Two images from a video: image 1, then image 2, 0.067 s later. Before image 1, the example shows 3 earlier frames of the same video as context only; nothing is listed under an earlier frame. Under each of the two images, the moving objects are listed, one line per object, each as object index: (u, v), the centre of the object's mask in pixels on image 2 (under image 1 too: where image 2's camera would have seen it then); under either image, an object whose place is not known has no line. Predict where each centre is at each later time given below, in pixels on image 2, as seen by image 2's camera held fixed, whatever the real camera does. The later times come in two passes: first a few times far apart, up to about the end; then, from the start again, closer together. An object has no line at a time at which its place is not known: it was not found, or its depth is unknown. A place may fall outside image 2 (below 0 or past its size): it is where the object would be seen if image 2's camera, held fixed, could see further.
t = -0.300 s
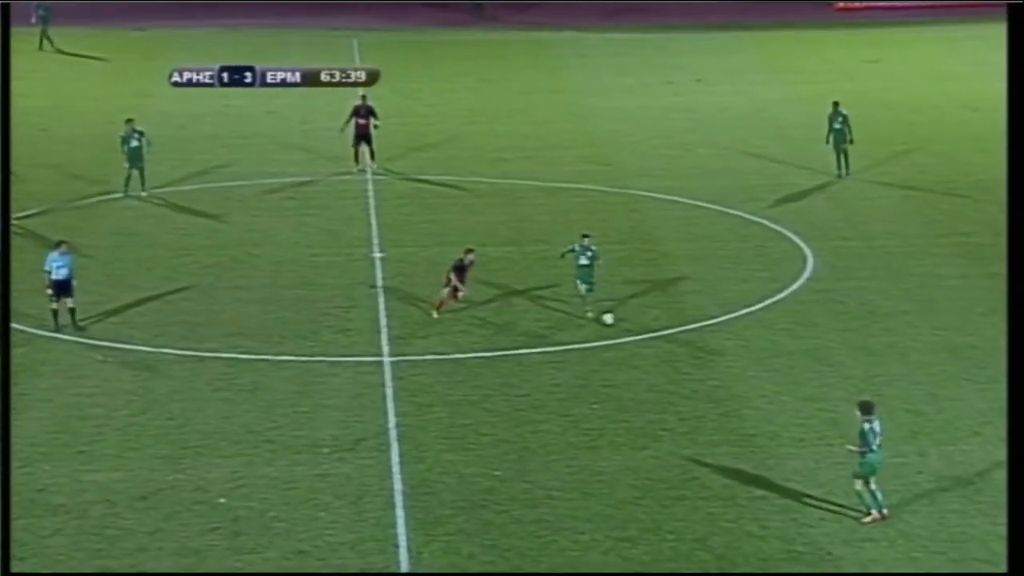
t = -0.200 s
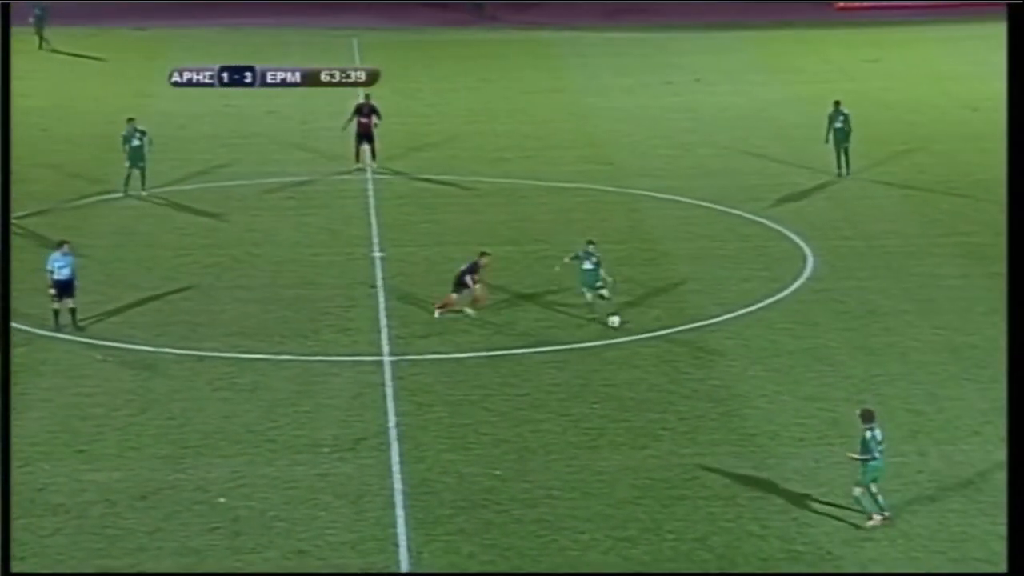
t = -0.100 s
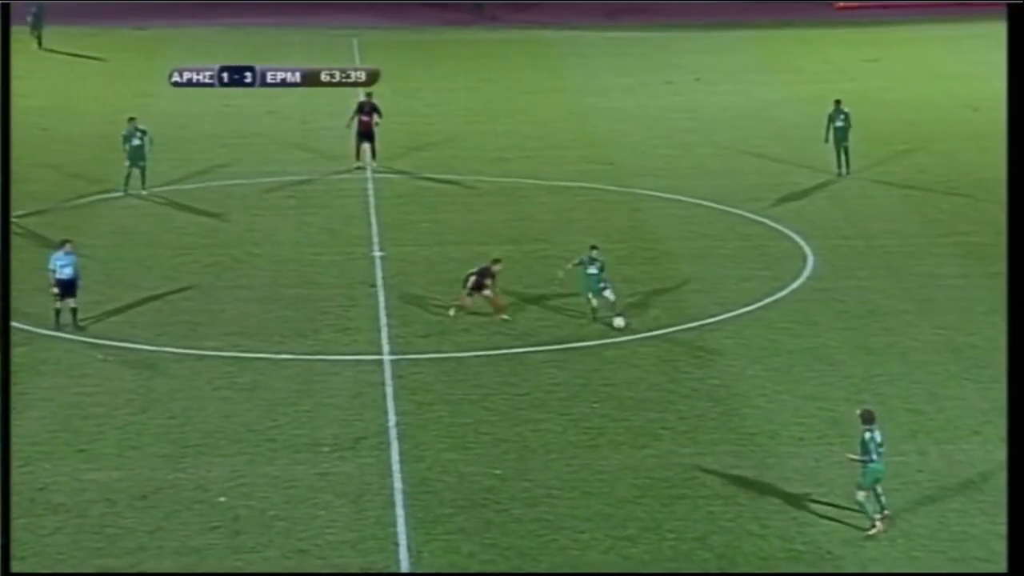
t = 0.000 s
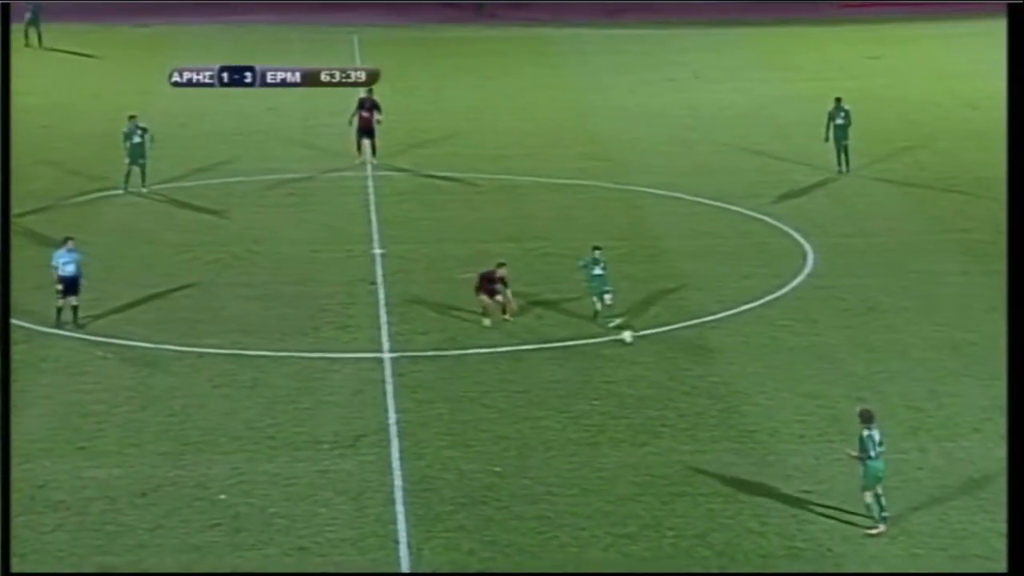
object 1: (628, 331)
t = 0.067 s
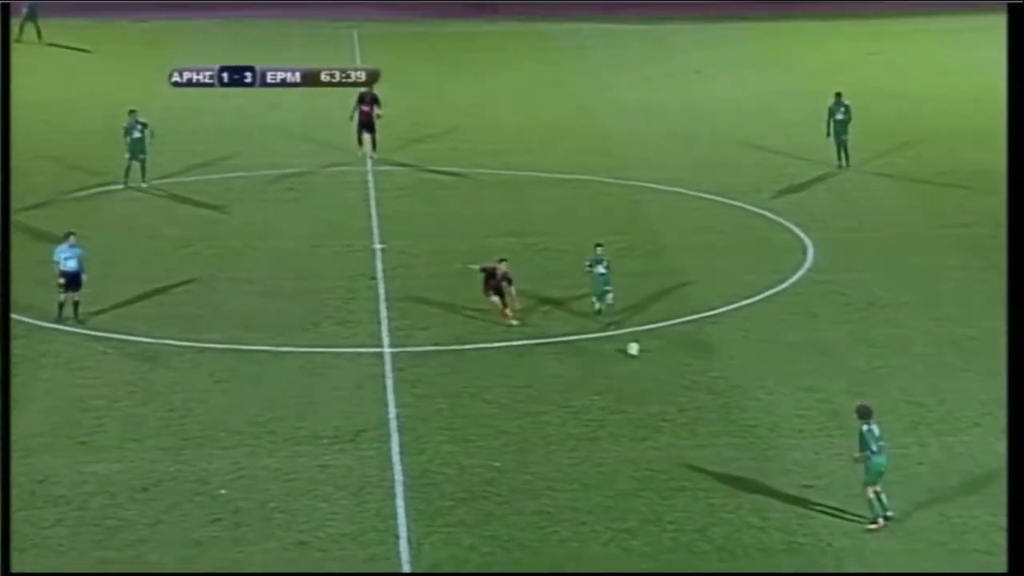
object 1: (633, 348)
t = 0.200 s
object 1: (642, 371)
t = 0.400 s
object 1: (655, 414)
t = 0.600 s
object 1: (665, 452)
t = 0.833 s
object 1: (676, 496)
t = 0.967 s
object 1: (681, 517)
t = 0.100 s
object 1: (634, 353)
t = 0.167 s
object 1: (639, 364)
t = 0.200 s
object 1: (642, 371)
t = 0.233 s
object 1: (645, 379)
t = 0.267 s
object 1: (648, 389)
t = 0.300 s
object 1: (649, 394)
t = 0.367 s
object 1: (655, 406)
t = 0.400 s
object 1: (655, 414)
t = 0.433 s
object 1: (657, 422)
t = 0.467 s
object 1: (659, 430)
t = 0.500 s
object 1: (660, 433)
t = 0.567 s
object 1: (663, 445)
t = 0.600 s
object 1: (665, 452)
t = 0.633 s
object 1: (667, 459)
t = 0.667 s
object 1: (669, 468)
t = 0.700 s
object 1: (670, 472)
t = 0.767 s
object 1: (673, 482)
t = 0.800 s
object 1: (675, 489)
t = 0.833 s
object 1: (676, 496)
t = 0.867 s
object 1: (678, 502)
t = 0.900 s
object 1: (678, 505)
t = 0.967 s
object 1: (681, 517)
